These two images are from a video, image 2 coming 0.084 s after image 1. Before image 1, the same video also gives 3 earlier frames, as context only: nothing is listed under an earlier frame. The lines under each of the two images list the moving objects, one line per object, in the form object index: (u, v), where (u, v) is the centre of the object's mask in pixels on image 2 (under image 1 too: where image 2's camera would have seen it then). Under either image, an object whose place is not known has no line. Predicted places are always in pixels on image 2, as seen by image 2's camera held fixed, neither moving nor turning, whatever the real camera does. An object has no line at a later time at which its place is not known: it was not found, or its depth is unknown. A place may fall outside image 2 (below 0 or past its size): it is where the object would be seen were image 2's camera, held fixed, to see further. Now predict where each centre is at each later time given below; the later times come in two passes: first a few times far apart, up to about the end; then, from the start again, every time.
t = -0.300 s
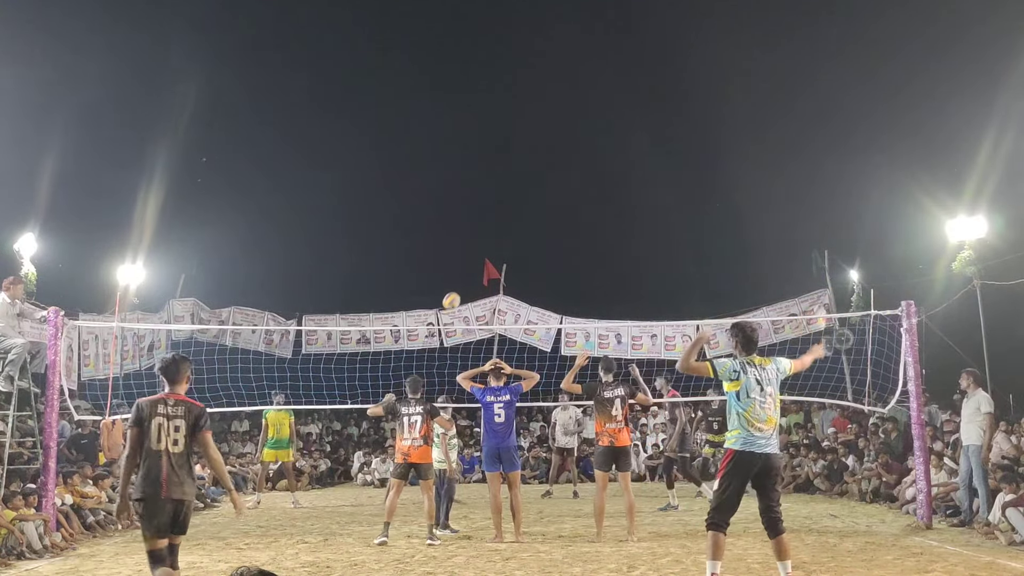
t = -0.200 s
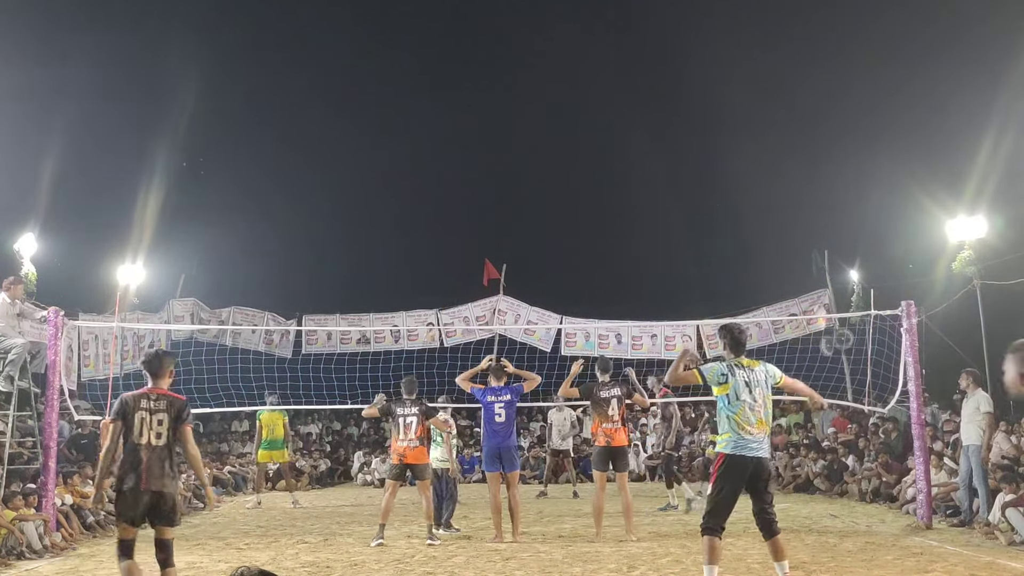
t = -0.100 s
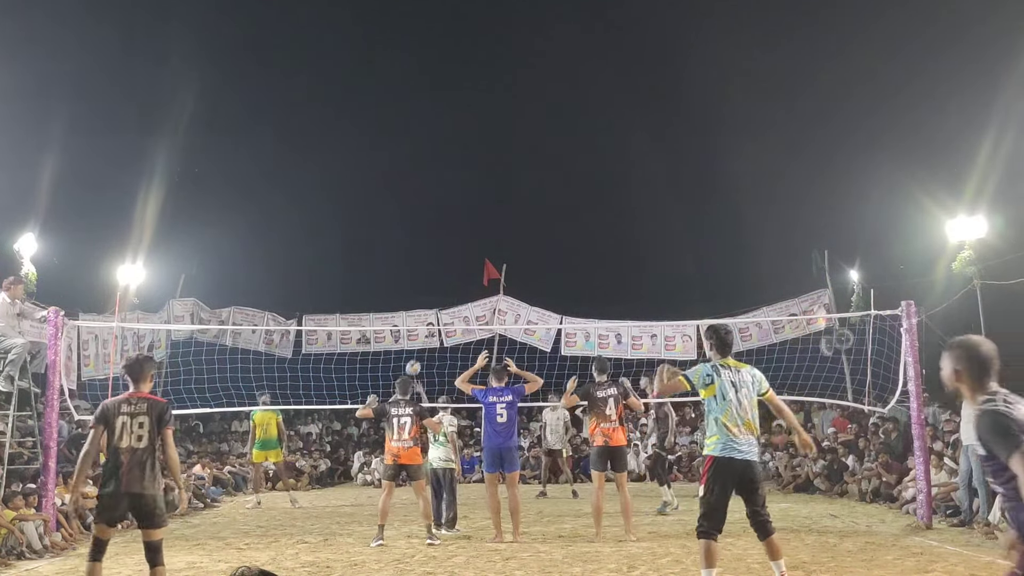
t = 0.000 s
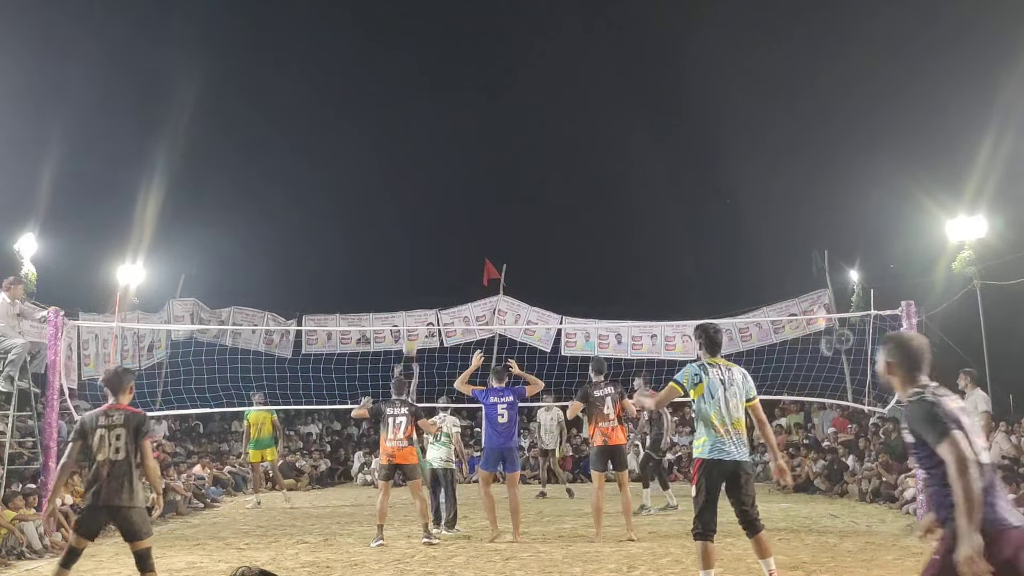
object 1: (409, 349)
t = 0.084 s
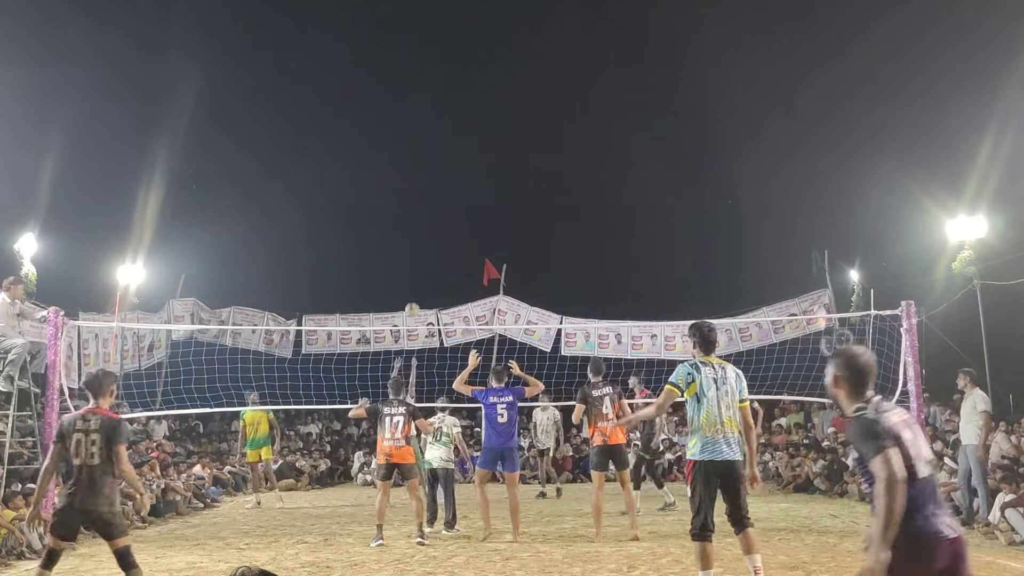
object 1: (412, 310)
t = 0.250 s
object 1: (417, 248)
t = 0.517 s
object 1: (425, 184)
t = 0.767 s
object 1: (433, 162)
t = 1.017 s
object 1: (441, 181)
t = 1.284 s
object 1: (450, 250)
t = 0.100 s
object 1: (413, 303)
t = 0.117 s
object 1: (413, 297)
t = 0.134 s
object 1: (414, 290)
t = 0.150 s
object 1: (414, 284)
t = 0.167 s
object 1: (415, 277)
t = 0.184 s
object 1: (415, 271)
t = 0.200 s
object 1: (416, 265)
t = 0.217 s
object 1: (416, 259)
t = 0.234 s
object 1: (417, 254)
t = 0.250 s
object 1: (417, 248)
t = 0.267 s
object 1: (418, 243)
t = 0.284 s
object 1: (418, 238)
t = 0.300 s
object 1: (419, 233)
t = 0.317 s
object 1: (419, 228)
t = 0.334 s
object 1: (420, 223)
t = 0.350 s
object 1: (420, 219)
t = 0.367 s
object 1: (421, 214)
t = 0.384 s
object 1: (421, 210)
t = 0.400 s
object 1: (422, 206)
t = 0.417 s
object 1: (422, 202)
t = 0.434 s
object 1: (423, 199)
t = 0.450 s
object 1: (423, 195)
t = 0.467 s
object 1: (424, 192)
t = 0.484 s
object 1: (424, 189)
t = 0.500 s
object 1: (425, 186)
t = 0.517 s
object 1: (425, 184)
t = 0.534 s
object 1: (426, 180)
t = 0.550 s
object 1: (427, 178)
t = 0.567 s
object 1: (427, 176)
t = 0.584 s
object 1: (428, 174)
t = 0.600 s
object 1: (428, 172)
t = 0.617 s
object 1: (429, 170)
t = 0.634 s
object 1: (429, 169)
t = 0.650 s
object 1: (429, 167)
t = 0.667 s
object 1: (430, 166)
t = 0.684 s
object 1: (431, 165)
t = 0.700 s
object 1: (431, 164)
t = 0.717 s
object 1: (432, 163)
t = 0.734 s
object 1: (432, 163)
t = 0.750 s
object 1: (432, 162)
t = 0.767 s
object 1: (433, 162)
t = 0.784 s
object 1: (434, 162)
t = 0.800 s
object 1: (434, 162)
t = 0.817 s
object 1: (435, 163)
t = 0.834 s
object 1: (435, 163)
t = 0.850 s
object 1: (436, 164)
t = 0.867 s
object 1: (436, 165)
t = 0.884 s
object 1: (437, 166)
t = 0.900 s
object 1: (437, 167)
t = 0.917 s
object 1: (438, 169)
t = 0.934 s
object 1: (439, 170)
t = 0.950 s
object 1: (439, 172)
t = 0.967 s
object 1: (439, 174)
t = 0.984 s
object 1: (440, 176)
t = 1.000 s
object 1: (441, 179)
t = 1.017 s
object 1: (441, 181)
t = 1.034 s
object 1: (442, 184)
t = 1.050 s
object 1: (442, 187)
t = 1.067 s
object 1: (443, 190)
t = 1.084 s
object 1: (444, 193)
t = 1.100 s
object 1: (444, 197)
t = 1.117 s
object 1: (445, 201)
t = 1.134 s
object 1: (445, 205)
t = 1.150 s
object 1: (446, 209)
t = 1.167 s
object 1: (447, 213)
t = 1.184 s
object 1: (447, 218)
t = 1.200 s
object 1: (448, 223)
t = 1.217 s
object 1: (448, 228)
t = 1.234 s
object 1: (449, 233)
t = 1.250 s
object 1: (449, 239)
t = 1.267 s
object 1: (450, 244)
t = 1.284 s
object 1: (450, 250)
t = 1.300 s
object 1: (451, 256)
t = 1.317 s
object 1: (451, 262)
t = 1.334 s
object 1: (452, 268)
